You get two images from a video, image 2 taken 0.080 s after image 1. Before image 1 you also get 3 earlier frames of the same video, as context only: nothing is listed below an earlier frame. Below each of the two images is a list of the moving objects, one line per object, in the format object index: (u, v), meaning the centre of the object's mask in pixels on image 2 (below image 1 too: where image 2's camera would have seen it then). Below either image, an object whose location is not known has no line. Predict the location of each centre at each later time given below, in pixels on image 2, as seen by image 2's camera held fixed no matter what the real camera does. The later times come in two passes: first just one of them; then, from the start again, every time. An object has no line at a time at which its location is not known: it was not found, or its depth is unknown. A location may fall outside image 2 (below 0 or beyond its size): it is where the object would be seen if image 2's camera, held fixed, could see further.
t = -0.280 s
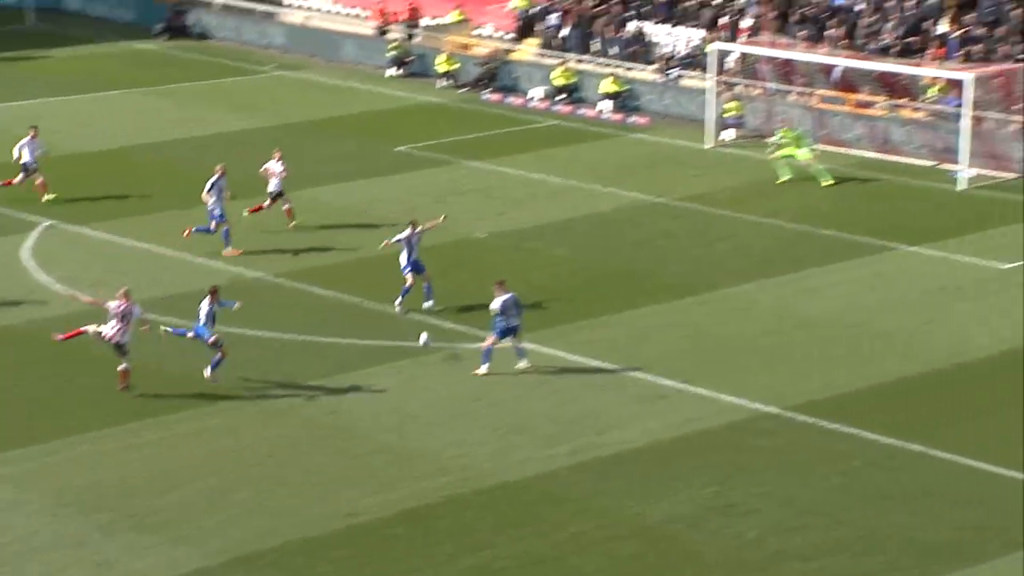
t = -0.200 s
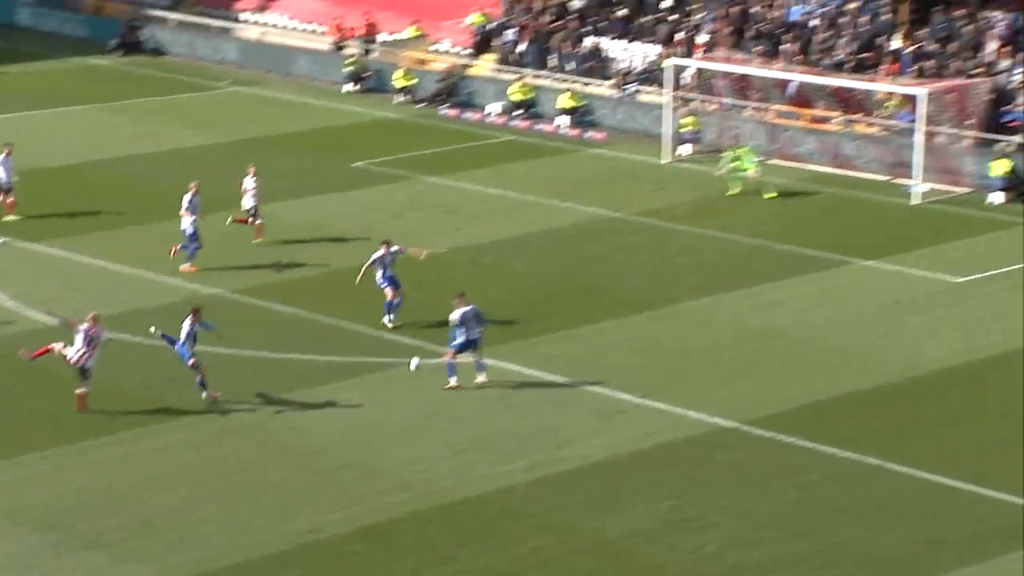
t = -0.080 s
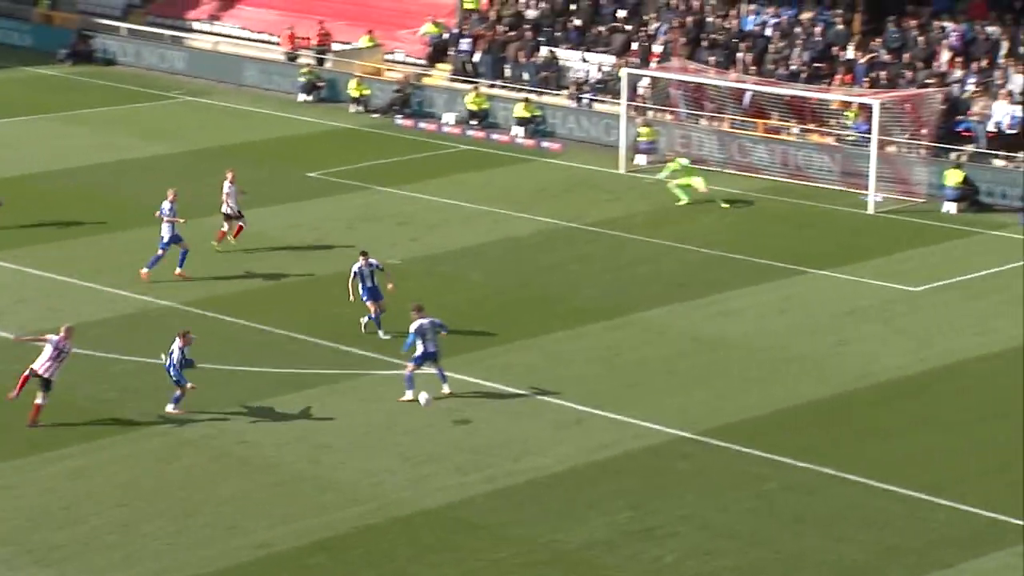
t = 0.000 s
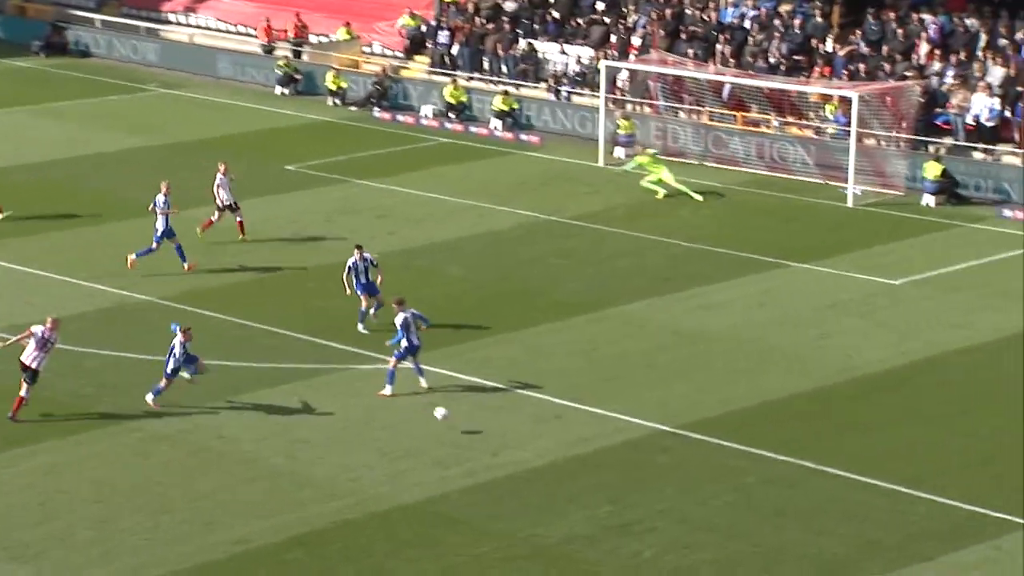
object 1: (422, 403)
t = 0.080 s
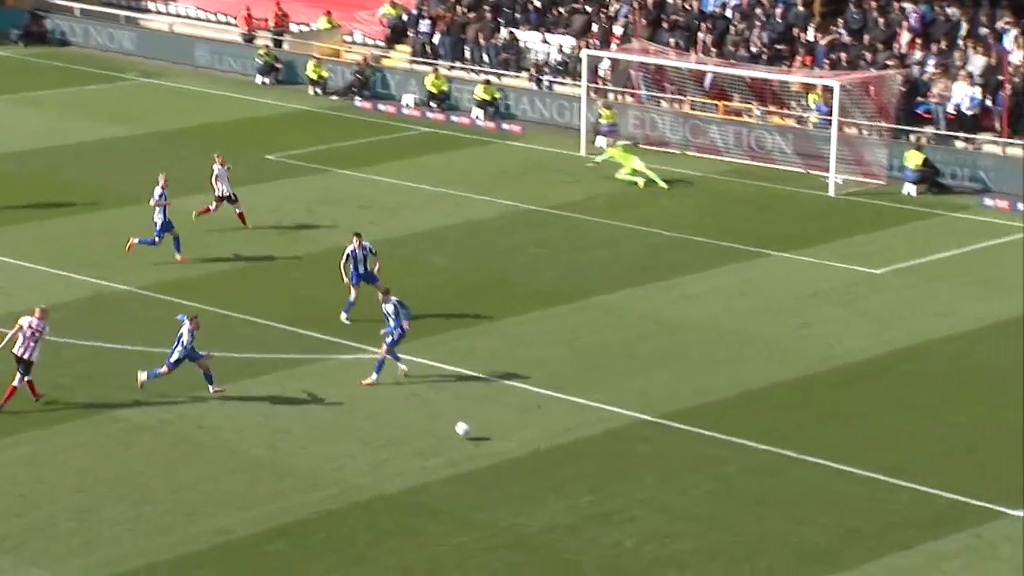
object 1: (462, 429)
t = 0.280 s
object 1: (556, 452)
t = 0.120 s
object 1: (482, 440)
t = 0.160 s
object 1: (500, 441)
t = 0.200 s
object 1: (519, 444)
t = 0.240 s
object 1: (537, 447)
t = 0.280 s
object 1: (556, 452)
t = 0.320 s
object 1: (576, 459)
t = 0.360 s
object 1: (596, 466)
